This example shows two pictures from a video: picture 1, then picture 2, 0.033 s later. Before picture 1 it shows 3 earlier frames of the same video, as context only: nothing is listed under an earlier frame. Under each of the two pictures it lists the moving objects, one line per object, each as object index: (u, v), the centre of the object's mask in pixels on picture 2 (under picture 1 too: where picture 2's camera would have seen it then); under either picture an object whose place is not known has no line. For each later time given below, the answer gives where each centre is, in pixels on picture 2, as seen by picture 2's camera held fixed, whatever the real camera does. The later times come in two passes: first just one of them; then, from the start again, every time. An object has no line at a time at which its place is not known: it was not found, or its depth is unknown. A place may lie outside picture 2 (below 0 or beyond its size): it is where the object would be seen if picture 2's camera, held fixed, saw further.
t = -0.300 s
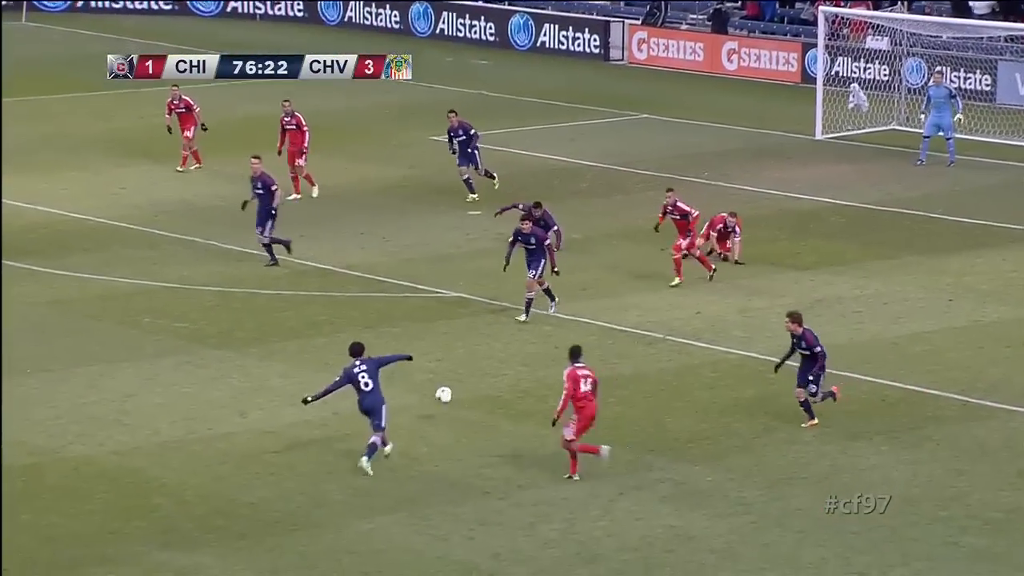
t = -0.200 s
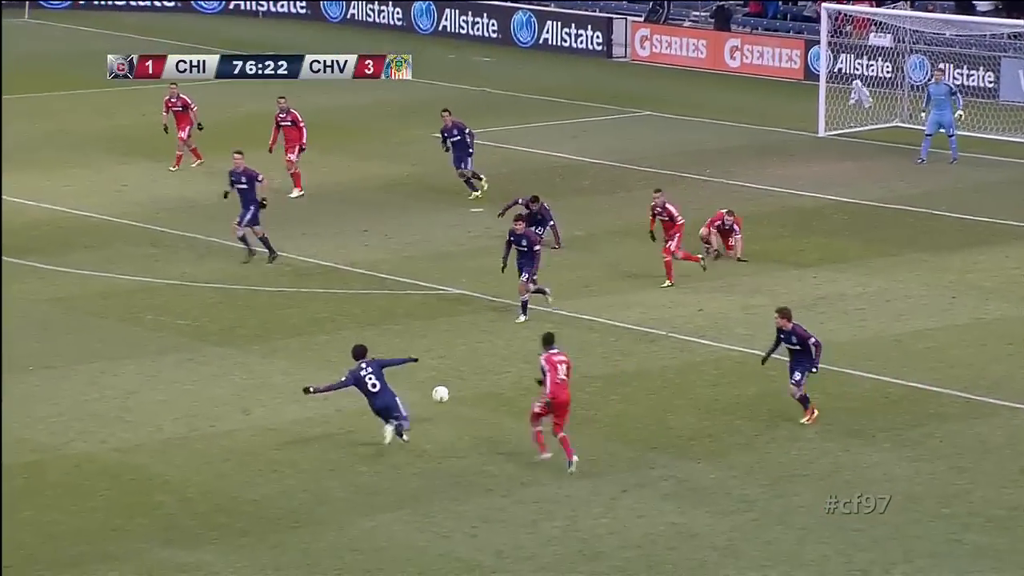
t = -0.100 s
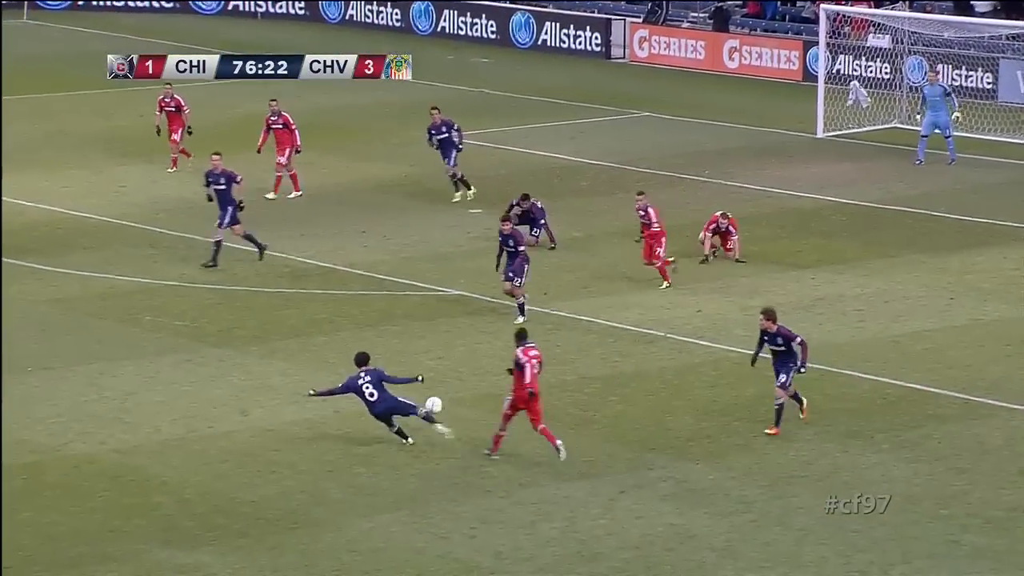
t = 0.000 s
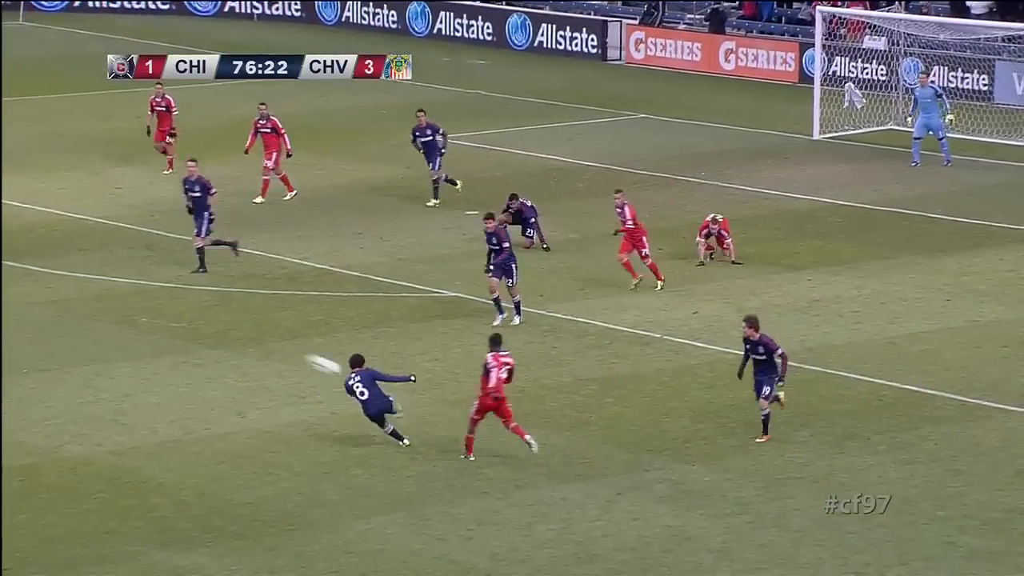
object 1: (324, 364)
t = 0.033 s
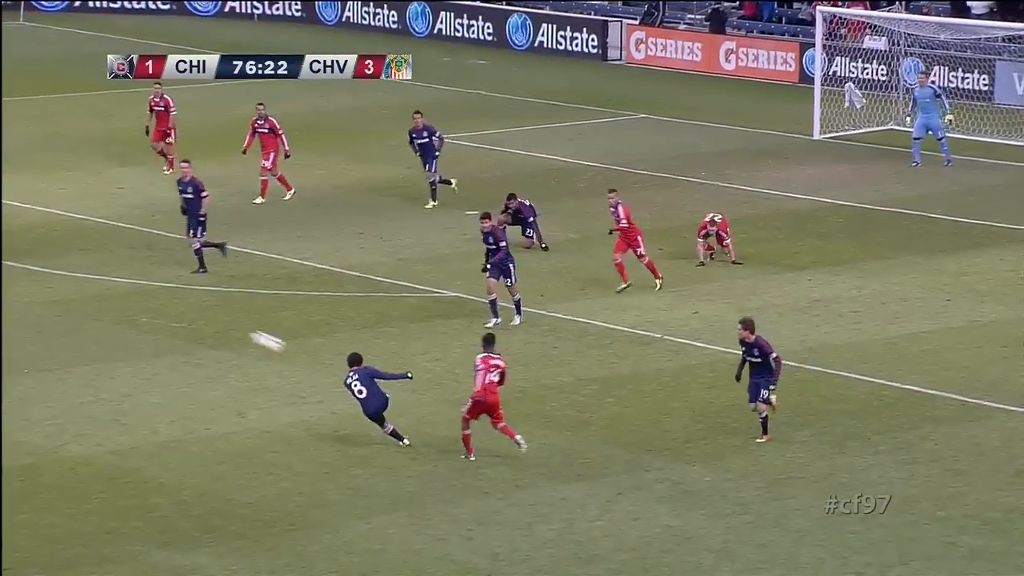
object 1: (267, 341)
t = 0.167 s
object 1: (43, 263)
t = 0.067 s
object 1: (212, 319)
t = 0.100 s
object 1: (154, 299)
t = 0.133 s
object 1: (100, 281)
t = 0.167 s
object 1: (43, 263)
